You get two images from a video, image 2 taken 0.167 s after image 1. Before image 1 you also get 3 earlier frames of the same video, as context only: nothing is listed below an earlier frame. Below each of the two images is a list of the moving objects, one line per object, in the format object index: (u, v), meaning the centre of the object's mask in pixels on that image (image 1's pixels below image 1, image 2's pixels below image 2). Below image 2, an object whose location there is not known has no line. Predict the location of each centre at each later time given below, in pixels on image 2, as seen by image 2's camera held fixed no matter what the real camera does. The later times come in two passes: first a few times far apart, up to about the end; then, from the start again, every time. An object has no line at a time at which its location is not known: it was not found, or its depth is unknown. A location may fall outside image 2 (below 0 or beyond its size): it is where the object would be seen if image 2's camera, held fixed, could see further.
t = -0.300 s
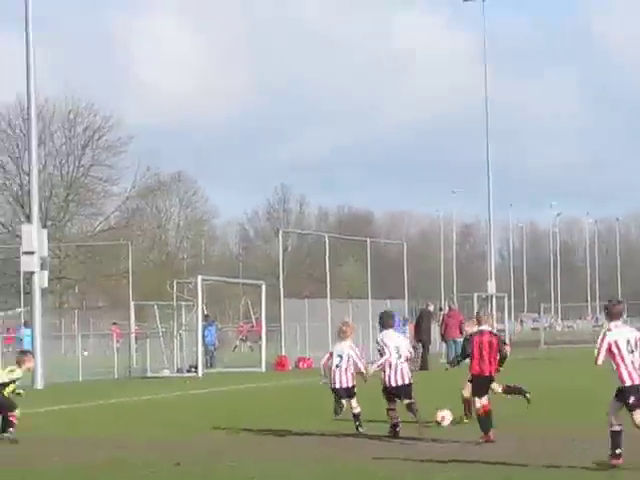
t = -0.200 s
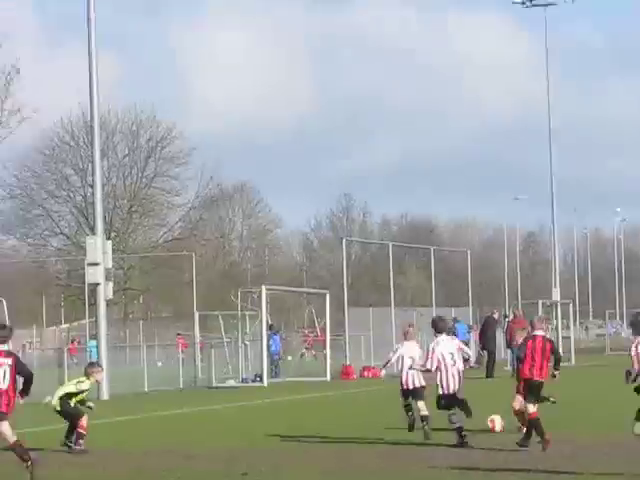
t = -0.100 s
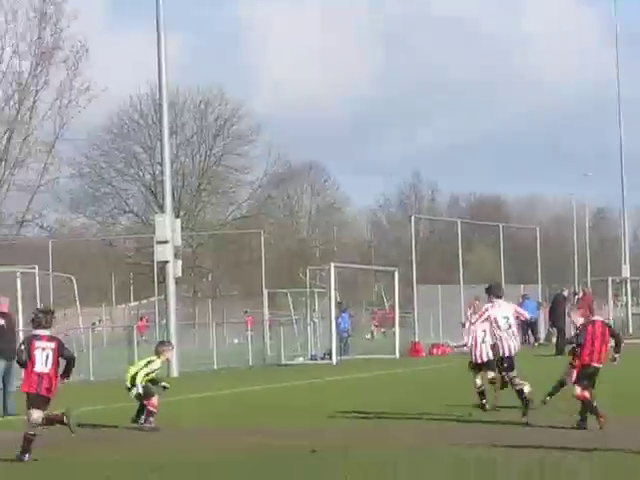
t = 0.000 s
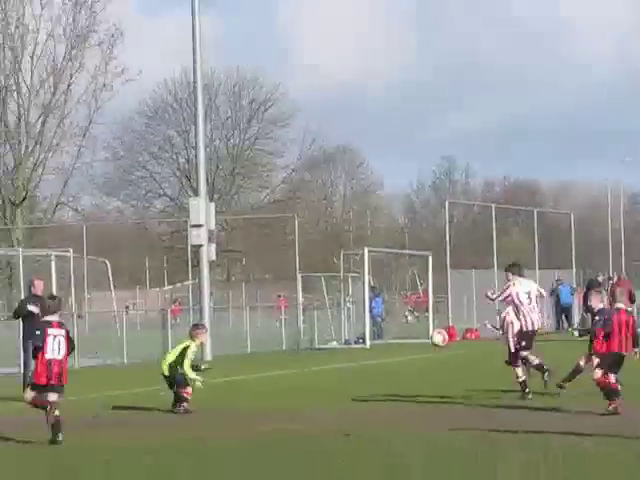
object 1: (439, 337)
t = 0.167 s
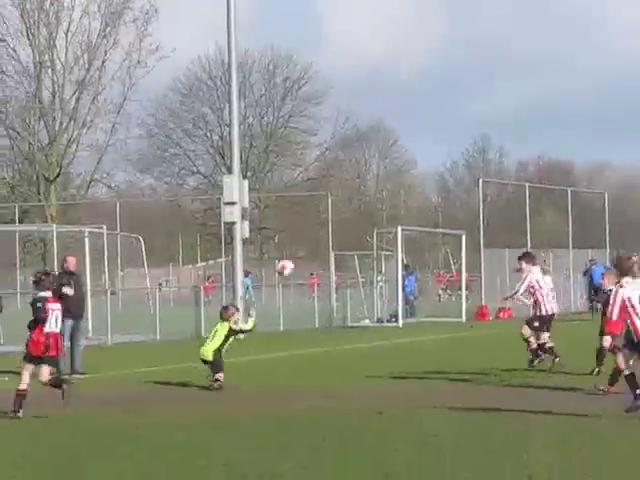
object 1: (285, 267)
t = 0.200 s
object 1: (250, 259)
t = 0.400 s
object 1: (38, 228)
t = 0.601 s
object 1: (-22, 183)
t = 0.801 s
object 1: (54, 132)
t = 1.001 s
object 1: (126, 114)
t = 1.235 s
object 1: (204, 128)
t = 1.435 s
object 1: (268, 174)
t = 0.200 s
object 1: (250, 259)
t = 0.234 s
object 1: (214, 253)
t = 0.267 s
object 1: (178, 247)
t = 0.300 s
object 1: (143, 241)
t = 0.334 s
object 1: (109, 237)
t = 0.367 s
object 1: (72, 233)
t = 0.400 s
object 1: (38, 228)
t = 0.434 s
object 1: (3, 226)
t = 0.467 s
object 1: (-34, 223)
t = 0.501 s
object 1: (-61, 220)
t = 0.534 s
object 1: (-48, 206)
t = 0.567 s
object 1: (-36, 194)
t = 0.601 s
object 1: (-22, 183)
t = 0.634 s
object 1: (-8, 172)
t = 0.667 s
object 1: (5, 162)
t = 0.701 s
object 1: (17, 153)
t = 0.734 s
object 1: (31, 146)
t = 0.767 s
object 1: (43, 139)
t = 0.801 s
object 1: (54, 132)
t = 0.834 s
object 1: (67, 128)
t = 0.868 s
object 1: (80, 124)
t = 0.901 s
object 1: (92, 120)
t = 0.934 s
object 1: (102, 117)
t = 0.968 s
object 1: (115, 115)
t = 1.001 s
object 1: (126, 114)
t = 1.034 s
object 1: (137, 113)
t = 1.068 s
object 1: (149, 115)
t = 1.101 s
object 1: (160, 116)
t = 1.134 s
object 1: (171, 117)
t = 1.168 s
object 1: (182, 119)
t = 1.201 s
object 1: (193, 123)
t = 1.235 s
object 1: (204, 128)
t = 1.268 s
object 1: (216, 133)
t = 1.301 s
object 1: (225, 140)
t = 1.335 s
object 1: (238, 147)
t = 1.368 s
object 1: (249, 156)
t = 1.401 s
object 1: (258, 165)
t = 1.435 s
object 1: (268, 174)
